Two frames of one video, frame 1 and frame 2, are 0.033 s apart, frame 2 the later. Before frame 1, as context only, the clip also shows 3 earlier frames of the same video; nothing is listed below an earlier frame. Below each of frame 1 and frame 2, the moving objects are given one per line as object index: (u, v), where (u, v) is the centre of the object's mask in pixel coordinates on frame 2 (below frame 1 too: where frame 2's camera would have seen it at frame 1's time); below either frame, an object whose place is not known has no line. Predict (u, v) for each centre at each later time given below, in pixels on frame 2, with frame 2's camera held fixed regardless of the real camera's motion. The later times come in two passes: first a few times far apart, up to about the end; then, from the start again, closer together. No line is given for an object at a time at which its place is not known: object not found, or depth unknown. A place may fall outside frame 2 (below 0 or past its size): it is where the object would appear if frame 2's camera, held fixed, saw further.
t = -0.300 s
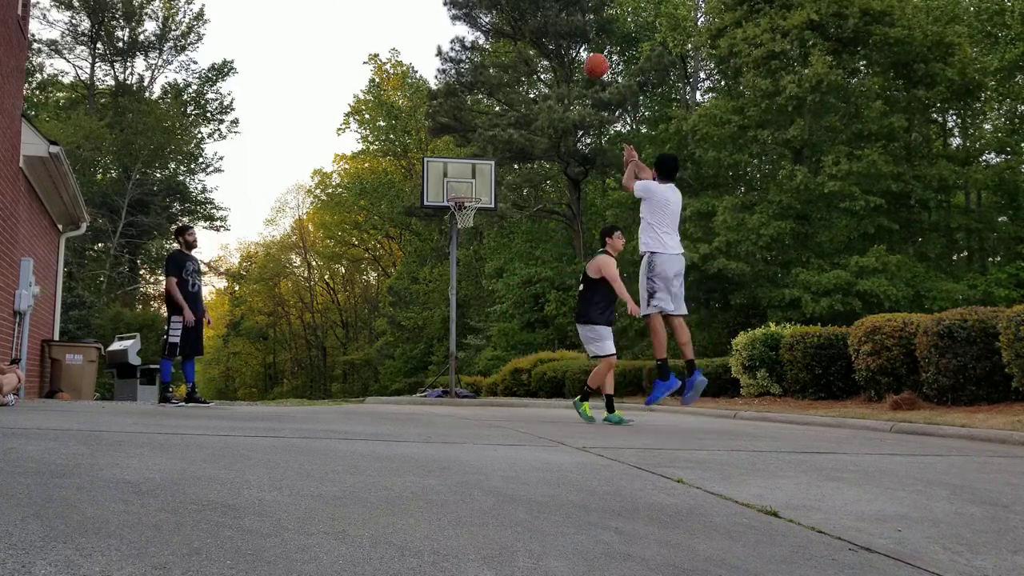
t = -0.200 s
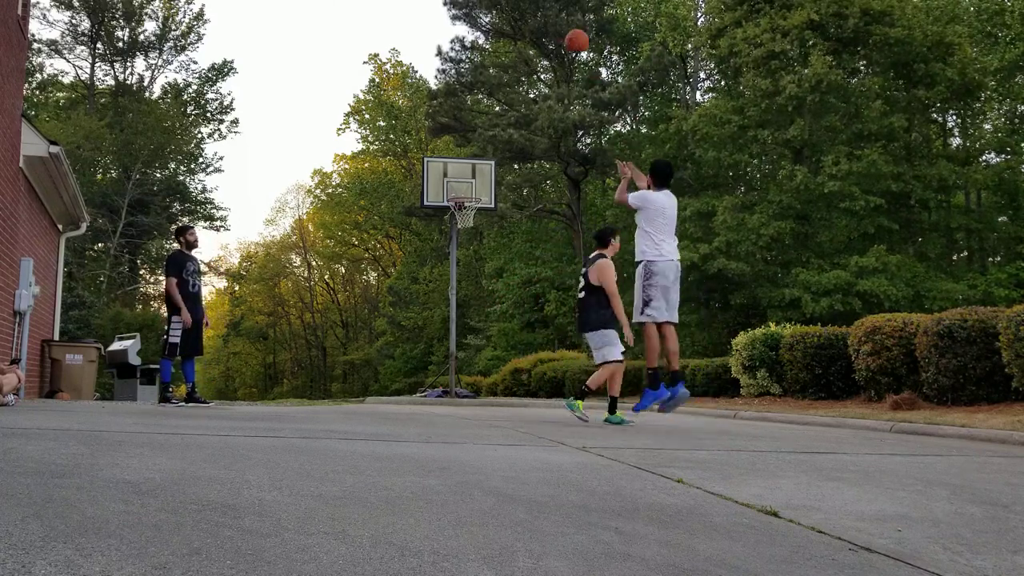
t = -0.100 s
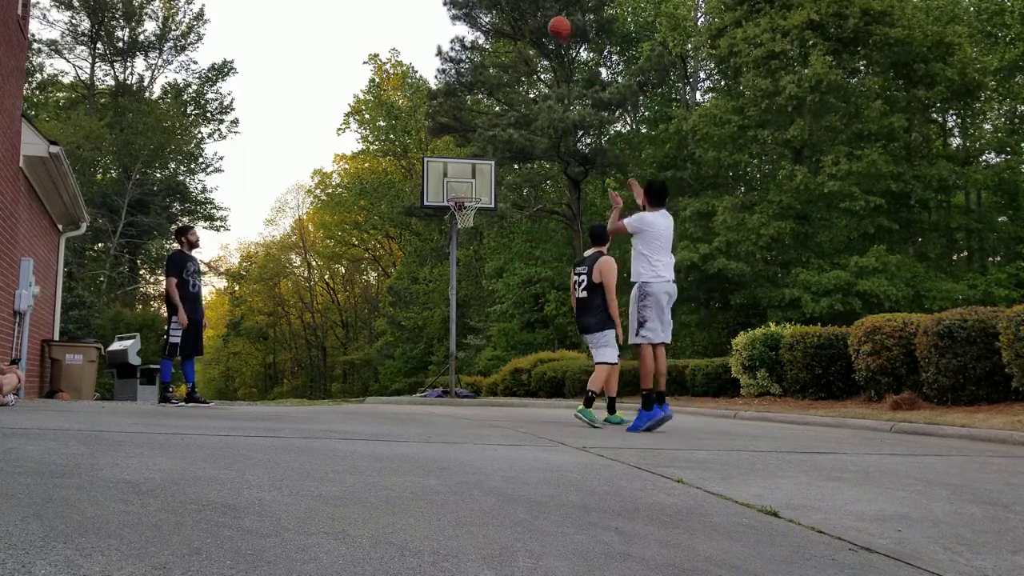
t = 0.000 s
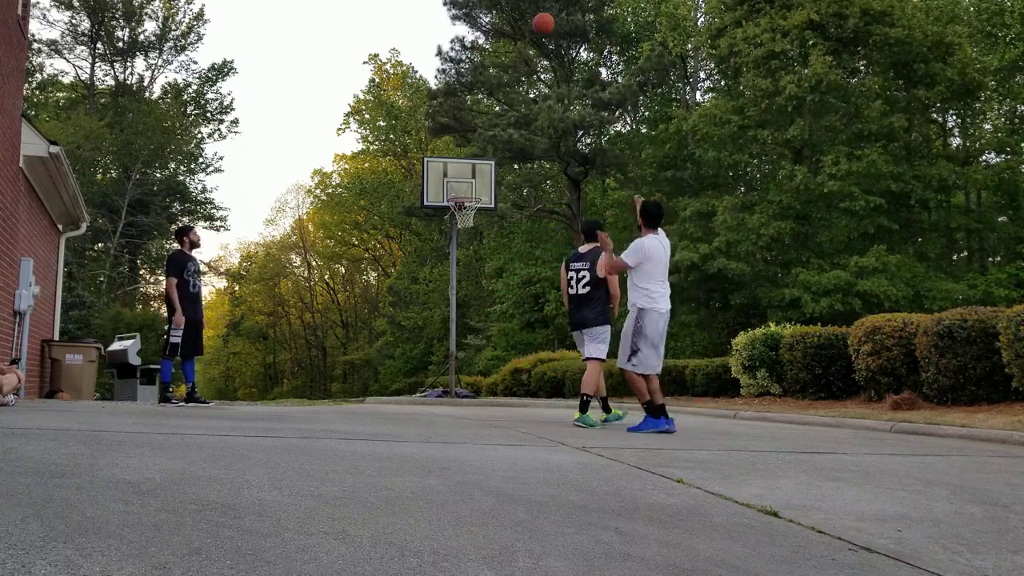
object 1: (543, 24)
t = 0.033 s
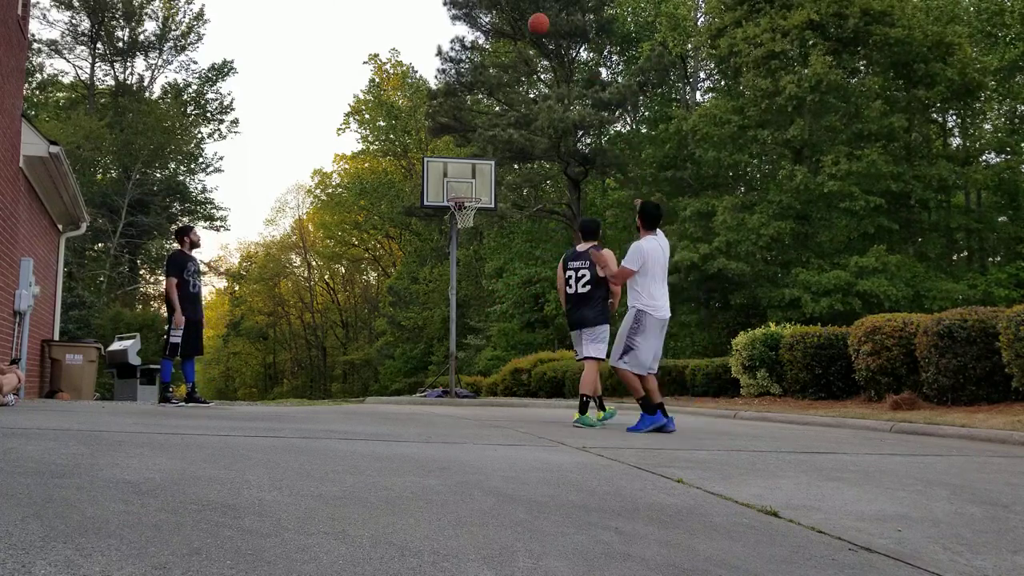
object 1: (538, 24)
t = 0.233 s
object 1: (512, 43)
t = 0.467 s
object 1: (484, 98)
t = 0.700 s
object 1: (461, 179)
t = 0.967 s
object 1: (500, 161)
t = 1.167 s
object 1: (541, 155)
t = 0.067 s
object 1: (534, 25)
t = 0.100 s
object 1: (529, 28)
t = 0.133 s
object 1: (524, 30)
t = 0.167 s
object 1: (520, 34)
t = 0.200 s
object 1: (515, 38)
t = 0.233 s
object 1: (512, 43)
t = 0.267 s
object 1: (507, 49)
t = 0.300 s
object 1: (503, 57)
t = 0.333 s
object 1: (499, 63)
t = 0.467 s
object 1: (484, 98)
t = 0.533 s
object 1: (477, 119)
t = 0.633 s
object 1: (467, 153)
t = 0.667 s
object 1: (464, 165)
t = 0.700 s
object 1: (461, 179)
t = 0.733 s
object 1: (457, 191)
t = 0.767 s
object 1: (460, 192)
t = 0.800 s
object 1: (466, 186)
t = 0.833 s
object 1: (473, 180)
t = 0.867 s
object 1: (479, 175)
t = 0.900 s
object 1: (486, 170)
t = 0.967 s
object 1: (500, 161)
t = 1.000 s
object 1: (506, 159)
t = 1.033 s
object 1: (512, 157)
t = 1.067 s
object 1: (519, 156)
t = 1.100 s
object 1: (527, 155)
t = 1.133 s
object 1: (534, 154)
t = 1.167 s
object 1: (541, 155)
